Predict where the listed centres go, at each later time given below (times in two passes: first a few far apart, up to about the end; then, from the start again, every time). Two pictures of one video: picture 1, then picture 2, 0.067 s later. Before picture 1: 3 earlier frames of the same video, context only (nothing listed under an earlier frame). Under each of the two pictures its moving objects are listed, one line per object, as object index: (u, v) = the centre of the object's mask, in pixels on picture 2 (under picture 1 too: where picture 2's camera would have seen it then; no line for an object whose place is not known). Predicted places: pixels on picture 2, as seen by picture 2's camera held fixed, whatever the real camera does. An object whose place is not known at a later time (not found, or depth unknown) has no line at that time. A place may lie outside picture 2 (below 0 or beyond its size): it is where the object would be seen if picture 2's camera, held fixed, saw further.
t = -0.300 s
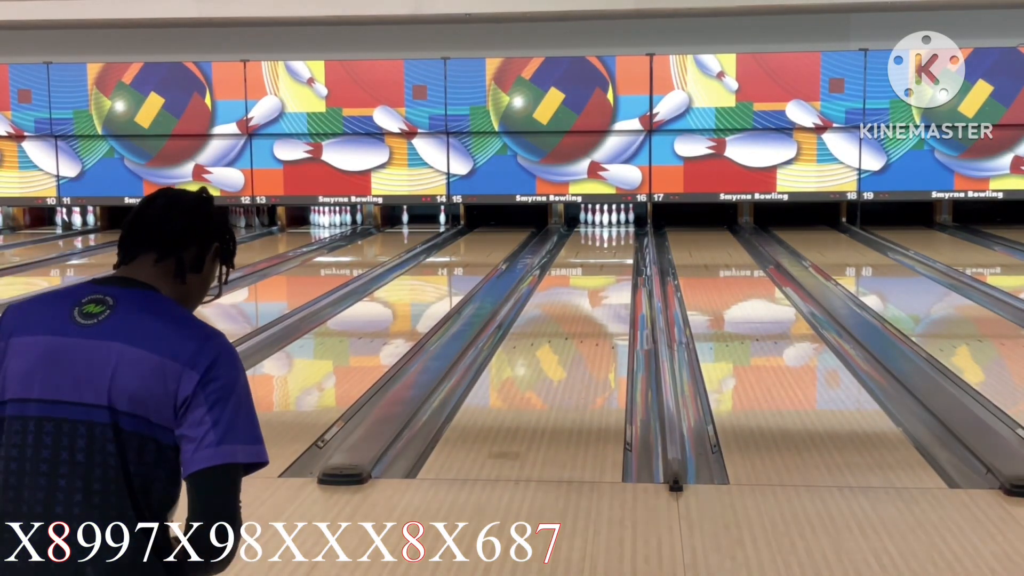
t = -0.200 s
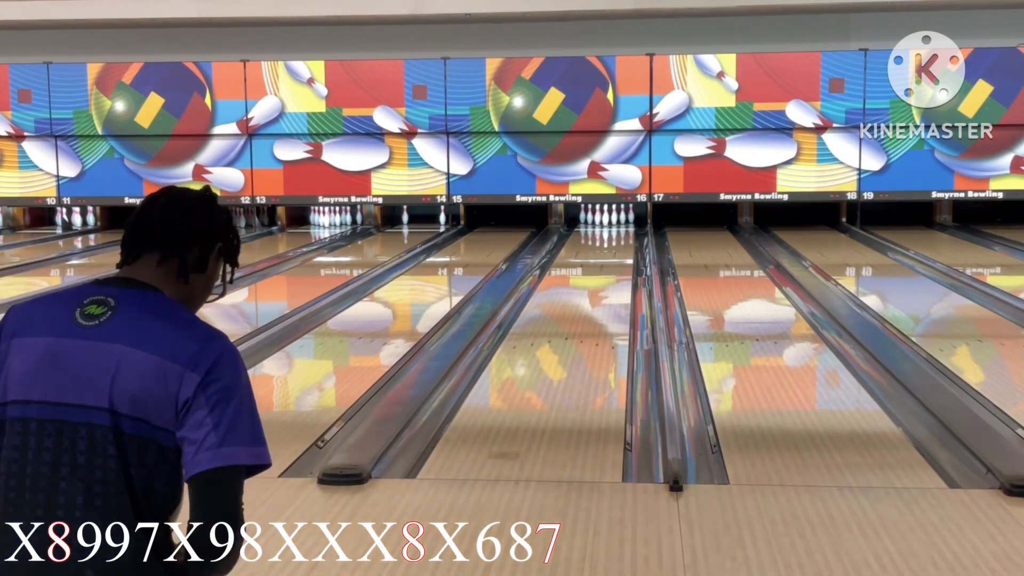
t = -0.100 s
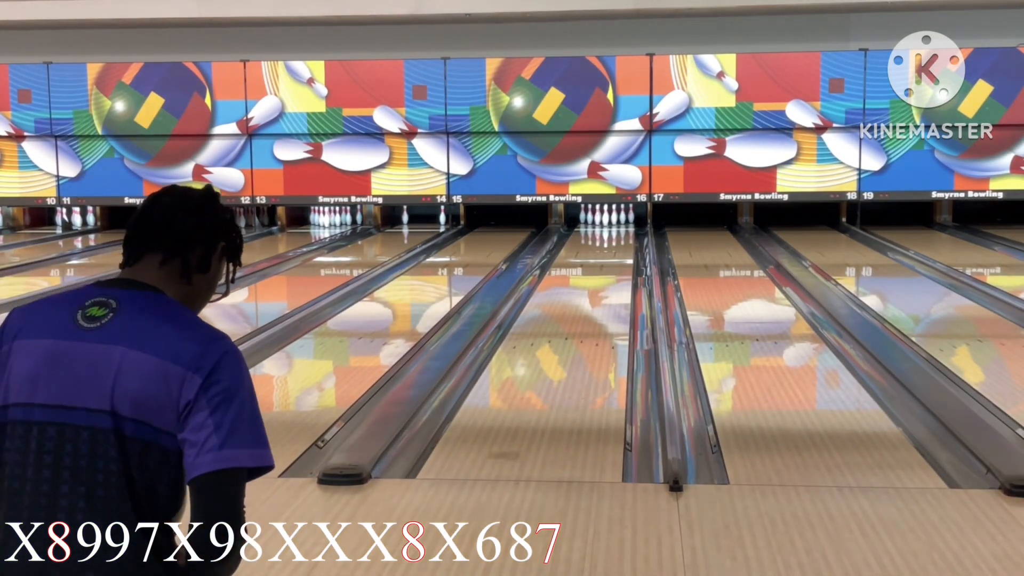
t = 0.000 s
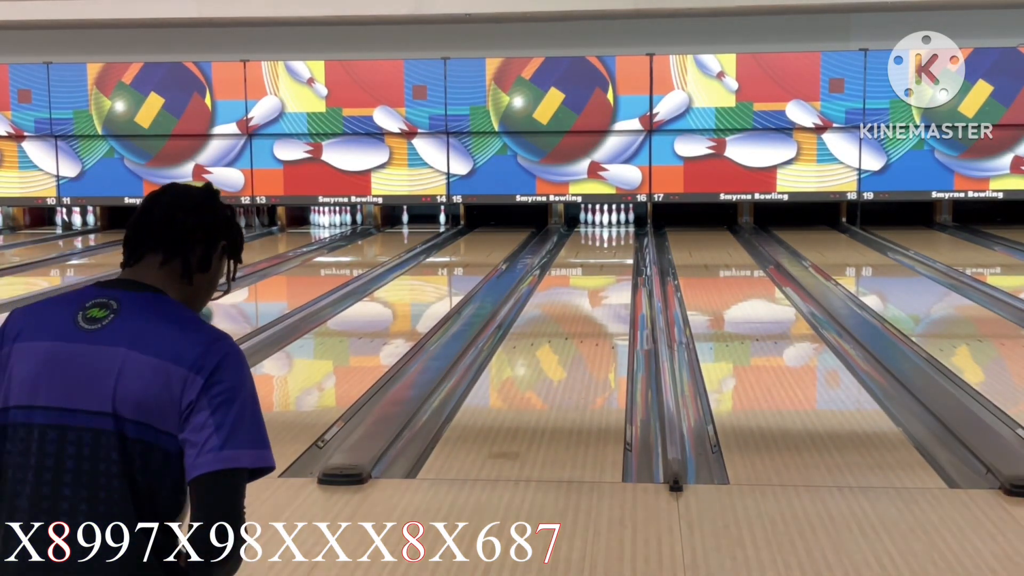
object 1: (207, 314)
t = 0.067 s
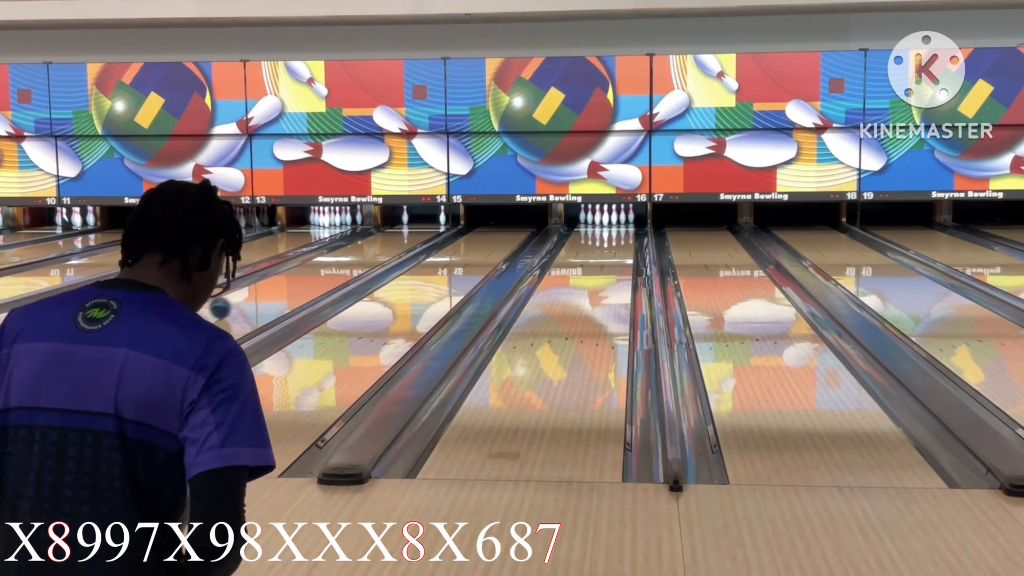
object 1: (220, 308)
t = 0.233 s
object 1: (261, 292)
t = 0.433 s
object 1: (300, 277)
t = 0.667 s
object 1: (338, 263)
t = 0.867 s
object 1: (364, 252)
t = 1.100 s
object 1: (389, 241)
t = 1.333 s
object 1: (412, 233)
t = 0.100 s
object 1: (229, 305)
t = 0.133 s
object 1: (237, 301)
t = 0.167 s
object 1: (245, 298)
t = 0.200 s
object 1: (253, 296)
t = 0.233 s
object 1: (261, 292)
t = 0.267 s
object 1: (268, 289)
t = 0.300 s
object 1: (275, 287)
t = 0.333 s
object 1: (282, 284)
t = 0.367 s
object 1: (288, 282)
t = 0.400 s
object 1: (294, 279)
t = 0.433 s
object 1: (300, 277)
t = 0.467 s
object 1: (306, 275)
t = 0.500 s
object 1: (312, 272)
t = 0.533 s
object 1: (317, 270)
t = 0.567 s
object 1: (323, 268)
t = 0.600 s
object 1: (328, 266)
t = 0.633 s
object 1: (333, 264)
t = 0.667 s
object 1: (338, 263)
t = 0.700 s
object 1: (342, 261)
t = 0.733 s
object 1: (347, 259)
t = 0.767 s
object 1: (351, 258)
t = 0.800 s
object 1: (356, 256)
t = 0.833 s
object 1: (360, 254)
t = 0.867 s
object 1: (364, 252)
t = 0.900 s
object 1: (368, 251)
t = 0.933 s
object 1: (373, 249)
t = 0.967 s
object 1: (376, 247)
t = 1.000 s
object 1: (380, 246)
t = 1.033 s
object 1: (383, 245)
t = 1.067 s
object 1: (387, 243)
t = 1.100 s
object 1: (389, 241)
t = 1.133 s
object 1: (394, 241)
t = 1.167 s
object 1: (396, 239)
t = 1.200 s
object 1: (400, 238)
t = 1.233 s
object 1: (404, 238)
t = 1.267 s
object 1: (406, 236)
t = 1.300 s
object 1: (409, 234)
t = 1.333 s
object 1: (412, 233)
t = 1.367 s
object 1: (415, 232)
